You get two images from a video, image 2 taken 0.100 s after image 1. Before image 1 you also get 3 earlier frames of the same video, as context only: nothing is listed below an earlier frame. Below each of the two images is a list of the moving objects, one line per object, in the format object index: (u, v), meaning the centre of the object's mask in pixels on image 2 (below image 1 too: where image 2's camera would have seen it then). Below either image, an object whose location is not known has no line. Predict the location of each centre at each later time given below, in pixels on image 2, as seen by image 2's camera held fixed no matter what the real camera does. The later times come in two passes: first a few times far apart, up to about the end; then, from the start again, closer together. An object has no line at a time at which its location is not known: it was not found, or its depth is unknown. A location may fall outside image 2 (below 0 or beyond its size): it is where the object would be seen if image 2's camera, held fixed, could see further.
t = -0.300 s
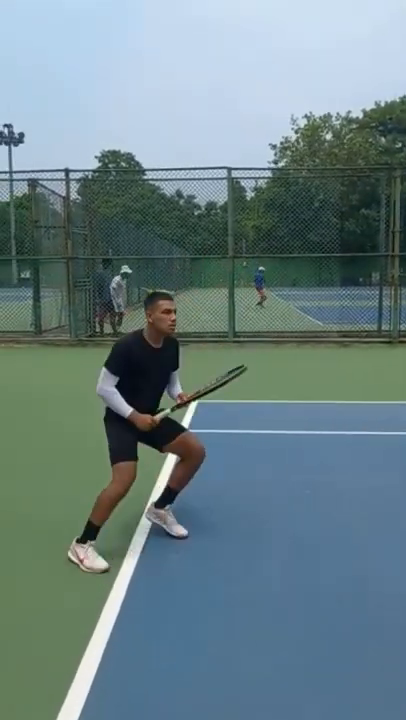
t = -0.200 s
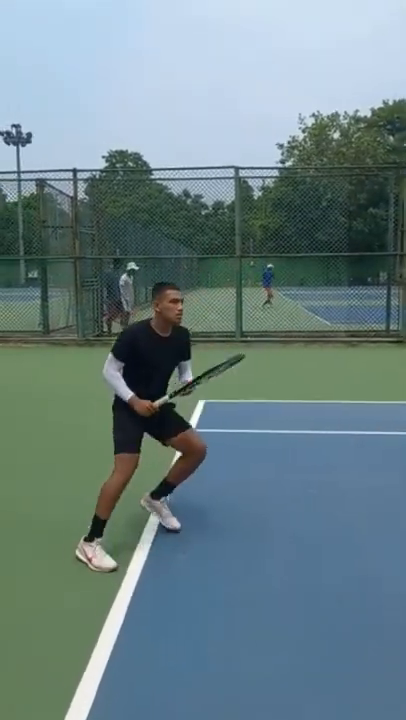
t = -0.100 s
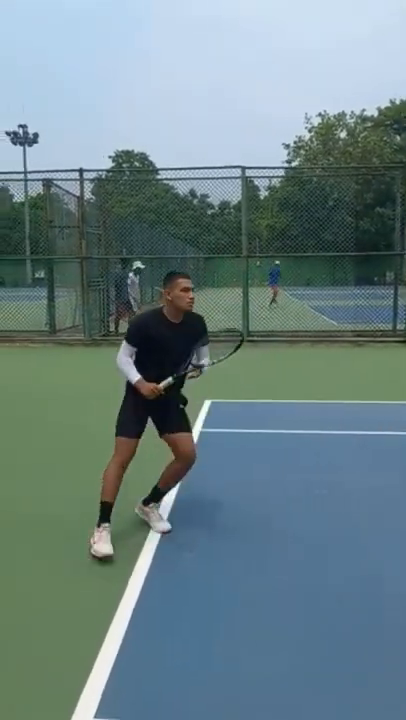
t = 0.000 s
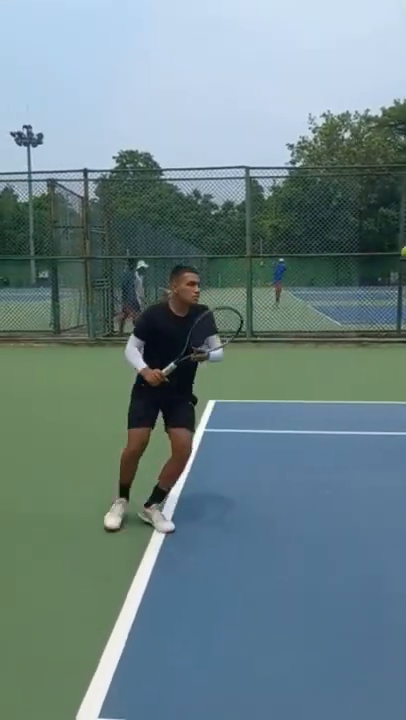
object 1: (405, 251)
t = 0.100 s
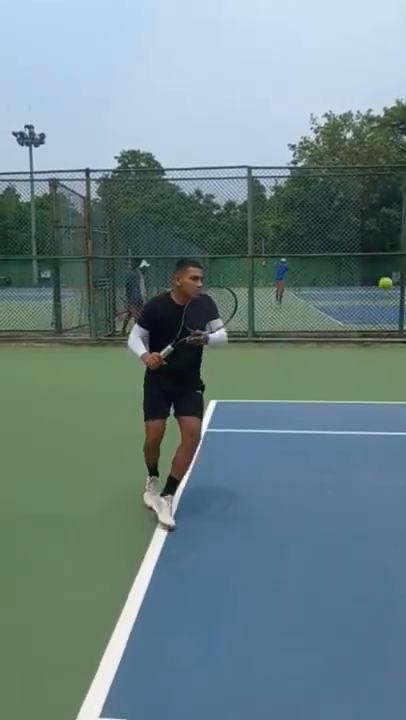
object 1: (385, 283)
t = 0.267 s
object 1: (347, 372)
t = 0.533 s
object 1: (302, 481)
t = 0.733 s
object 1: (275, 376)
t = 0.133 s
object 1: (377, 298)
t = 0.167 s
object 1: (370, 314)
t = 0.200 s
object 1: (362, 332)
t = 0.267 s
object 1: (347, 372)
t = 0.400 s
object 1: (319, 468)
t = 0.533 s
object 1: (302, 481)
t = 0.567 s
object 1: (298, 458)
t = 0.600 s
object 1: (292, 437)
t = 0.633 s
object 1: (288, 419)
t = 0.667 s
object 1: (284, 403)
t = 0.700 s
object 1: (280, 388)
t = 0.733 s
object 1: (275, 376)
